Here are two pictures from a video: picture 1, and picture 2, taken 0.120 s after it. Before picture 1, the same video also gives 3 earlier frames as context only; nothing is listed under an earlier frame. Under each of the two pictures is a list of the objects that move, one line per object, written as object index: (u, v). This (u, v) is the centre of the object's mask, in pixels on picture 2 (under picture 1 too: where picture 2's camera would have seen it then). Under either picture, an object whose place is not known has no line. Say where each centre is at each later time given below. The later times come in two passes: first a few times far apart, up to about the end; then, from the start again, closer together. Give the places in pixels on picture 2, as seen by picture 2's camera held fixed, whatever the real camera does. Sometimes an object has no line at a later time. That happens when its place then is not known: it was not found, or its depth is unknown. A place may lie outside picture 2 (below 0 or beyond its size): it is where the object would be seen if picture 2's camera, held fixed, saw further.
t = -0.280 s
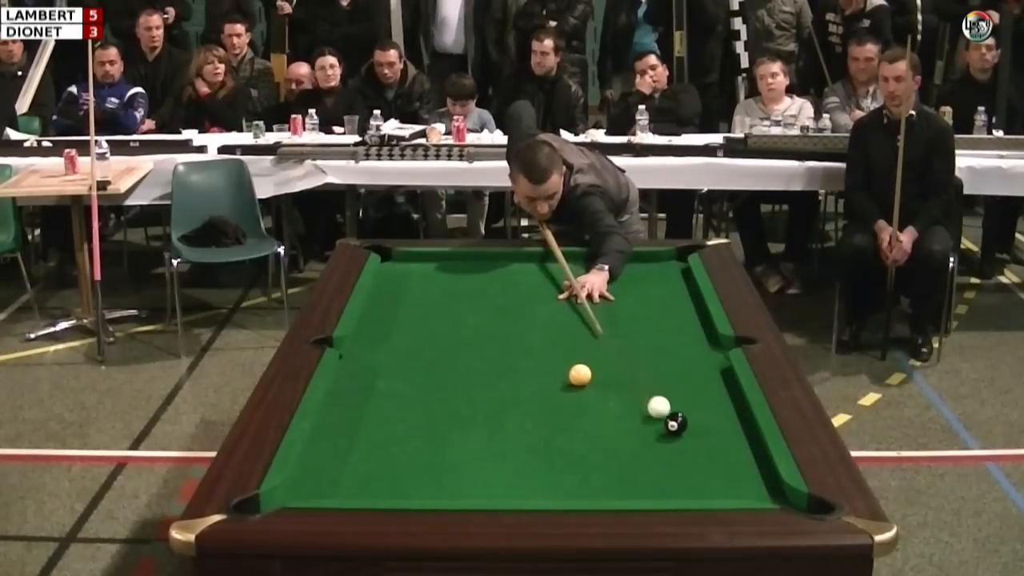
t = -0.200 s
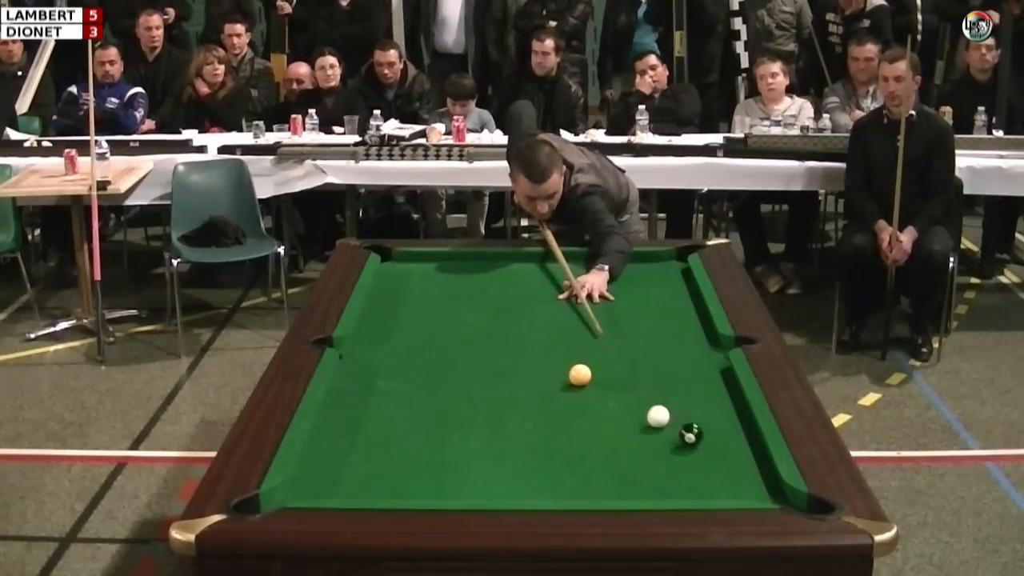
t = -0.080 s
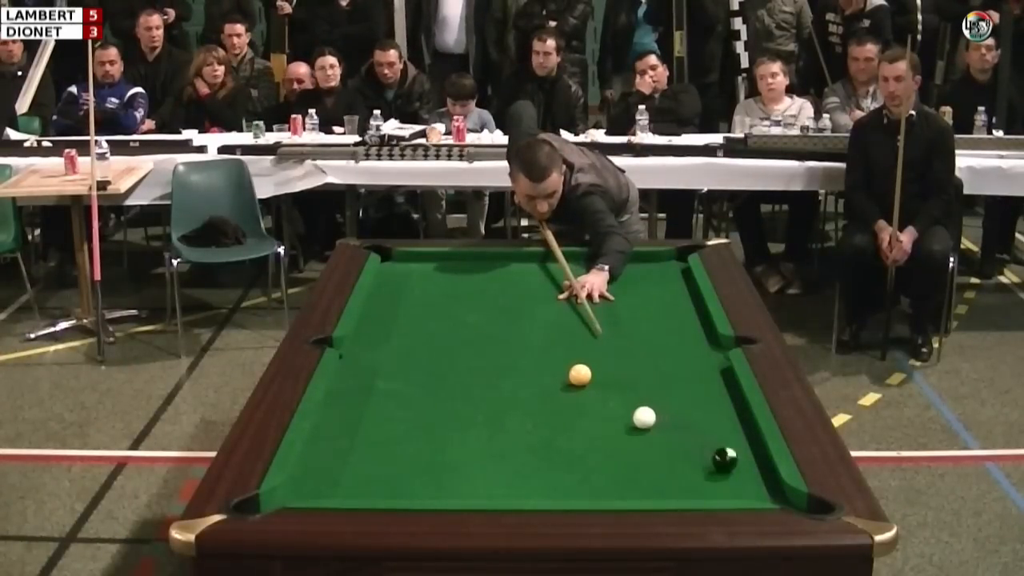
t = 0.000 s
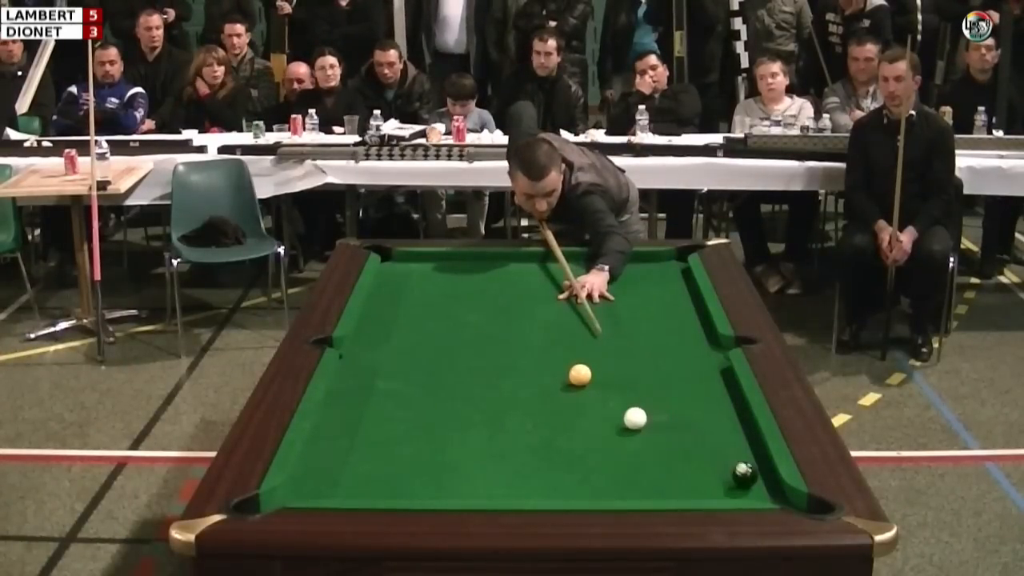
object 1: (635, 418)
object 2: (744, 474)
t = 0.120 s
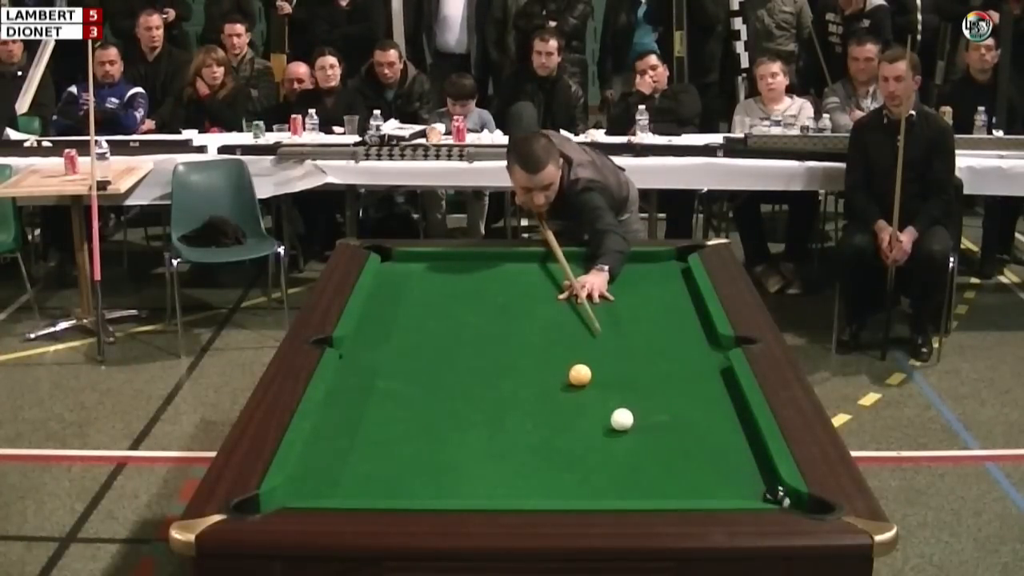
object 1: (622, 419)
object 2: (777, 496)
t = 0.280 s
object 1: (605, 420)
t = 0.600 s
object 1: (574, 423)
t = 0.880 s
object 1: (551, 424)
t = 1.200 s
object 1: (527, 426)
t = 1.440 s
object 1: (512, 427)
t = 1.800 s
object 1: (494, 428)
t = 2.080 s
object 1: (484, 429)
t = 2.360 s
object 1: (476, 430)
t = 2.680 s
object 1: (474, 431)
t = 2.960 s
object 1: (474, 431)
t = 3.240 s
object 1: (474, 431)
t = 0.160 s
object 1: (617, 420)
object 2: (785, 500)
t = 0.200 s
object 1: (613, 420)
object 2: (805, 510)
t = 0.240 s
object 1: (609, 420)
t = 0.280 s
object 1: (605, 420)
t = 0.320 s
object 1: (601, 421)
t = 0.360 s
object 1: (597, 421)
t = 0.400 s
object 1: (593, 421)
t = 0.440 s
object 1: (589, 422)
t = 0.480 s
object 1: (585, 422)
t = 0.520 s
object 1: (581, 422)
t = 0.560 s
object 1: (578, 423)
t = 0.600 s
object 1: (574, 423)
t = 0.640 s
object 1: (571, 423)
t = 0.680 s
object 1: (567, 423)
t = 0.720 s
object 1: (564, 423)
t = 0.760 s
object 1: (560, 424)
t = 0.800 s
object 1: (557, 424)
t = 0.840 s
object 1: (554, 424)
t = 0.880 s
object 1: (551, 424)
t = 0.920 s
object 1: (547, 425)
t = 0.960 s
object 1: (544, 425)
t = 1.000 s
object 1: (541, 425)
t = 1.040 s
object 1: (538, 425)
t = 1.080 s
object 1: (535, 426)
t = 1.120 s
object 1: (533, 426)
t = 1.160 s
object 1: (530, 426)
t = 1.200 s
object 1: (527, 426)
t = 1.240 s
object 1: (525, 426)
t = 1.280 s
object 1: (522, 427)
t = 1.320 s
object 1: (520, 427)
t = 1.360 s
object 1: (517, 427)
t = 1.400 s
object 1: (515, 427)
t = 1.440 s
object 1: (512, 427)
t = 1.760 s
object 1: (496, 428)
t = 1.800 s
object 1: (494, 428)
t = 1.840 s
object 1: (492, 429)
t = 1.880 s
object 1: (491, 429)
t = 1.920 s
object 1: (489, 429)
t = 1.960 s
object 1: (488, 429)
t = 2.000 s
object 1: (486, 429)
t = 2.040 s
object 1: (485, 429)
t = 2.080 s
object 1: (484, 429)
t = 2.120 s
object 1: (482, 429)
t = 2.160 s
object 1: (481, 430)
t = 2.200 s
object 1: (480, 430)
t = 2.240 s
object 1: (479, 430)
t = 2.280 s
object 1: (478, 430)
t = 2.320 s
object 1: (477, 430)
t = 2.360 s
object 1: (476, 430)
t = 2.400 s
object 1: (476, 430)
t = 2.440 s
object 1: (475, 430)
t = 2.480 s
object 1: (474, 431)
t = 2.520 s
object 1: (474, 431)
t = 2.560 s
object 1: (474, 431)
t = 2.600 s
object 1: (474, 431)
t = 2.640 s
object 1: (474, 431)
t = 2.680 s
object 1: (474, 431)
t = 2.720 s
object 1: (474, 431)
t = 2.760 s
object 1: (474, 431)
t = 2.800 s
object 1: (474, 431)
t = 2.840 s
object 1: (474, 431)
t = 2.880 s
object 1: (474, 431)
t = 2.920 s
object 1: (474, 431)
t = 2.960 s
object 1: (474, 431)
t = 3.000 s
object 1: (474, 431)
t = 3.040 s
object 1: (474, 431)
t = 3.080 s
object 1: (474, 431)
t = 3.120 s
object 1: (474, 431)
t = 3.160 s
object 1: (474, 431)
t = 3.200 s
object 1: (474, 431)
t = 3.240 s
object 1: (474, 431)
